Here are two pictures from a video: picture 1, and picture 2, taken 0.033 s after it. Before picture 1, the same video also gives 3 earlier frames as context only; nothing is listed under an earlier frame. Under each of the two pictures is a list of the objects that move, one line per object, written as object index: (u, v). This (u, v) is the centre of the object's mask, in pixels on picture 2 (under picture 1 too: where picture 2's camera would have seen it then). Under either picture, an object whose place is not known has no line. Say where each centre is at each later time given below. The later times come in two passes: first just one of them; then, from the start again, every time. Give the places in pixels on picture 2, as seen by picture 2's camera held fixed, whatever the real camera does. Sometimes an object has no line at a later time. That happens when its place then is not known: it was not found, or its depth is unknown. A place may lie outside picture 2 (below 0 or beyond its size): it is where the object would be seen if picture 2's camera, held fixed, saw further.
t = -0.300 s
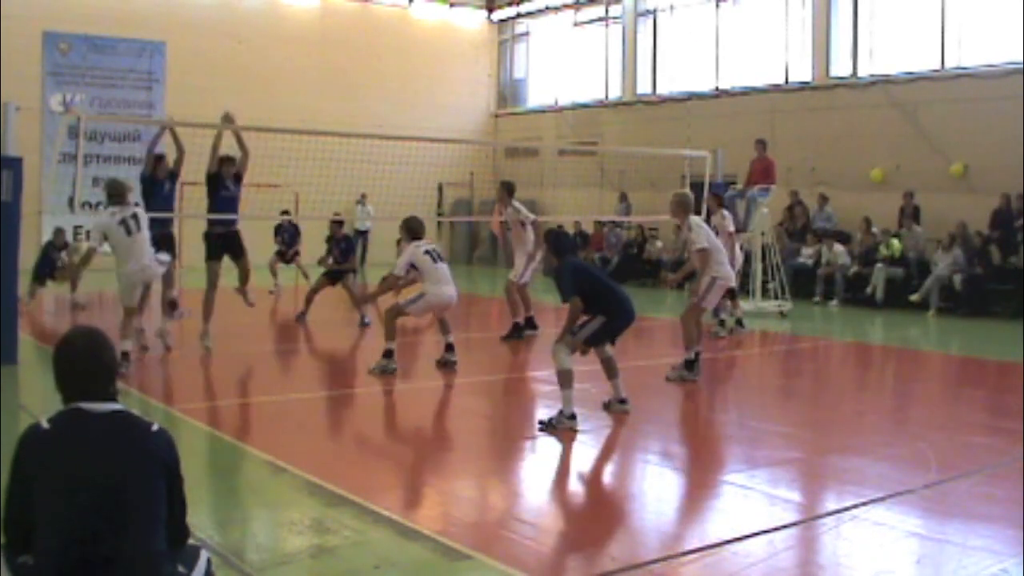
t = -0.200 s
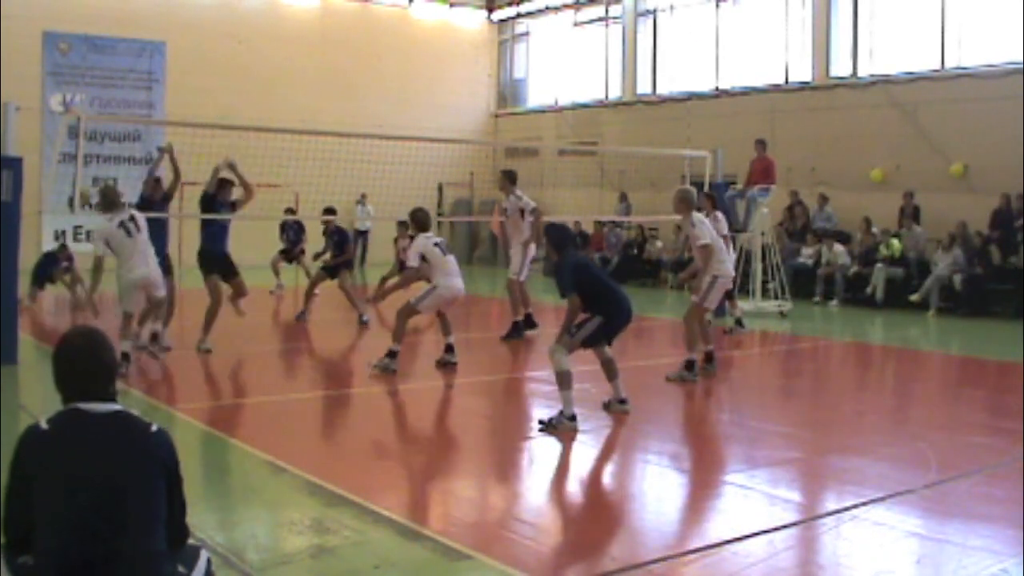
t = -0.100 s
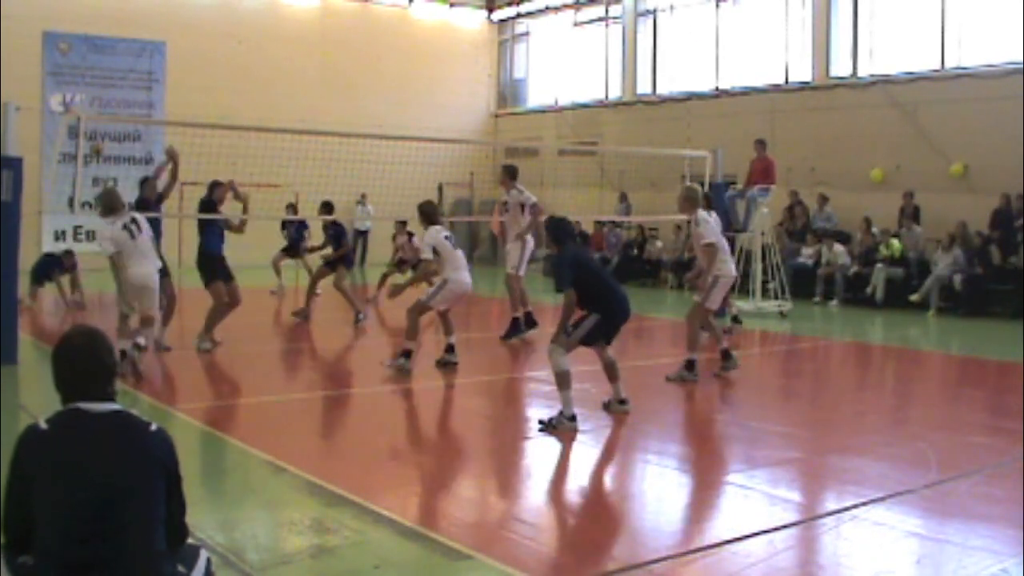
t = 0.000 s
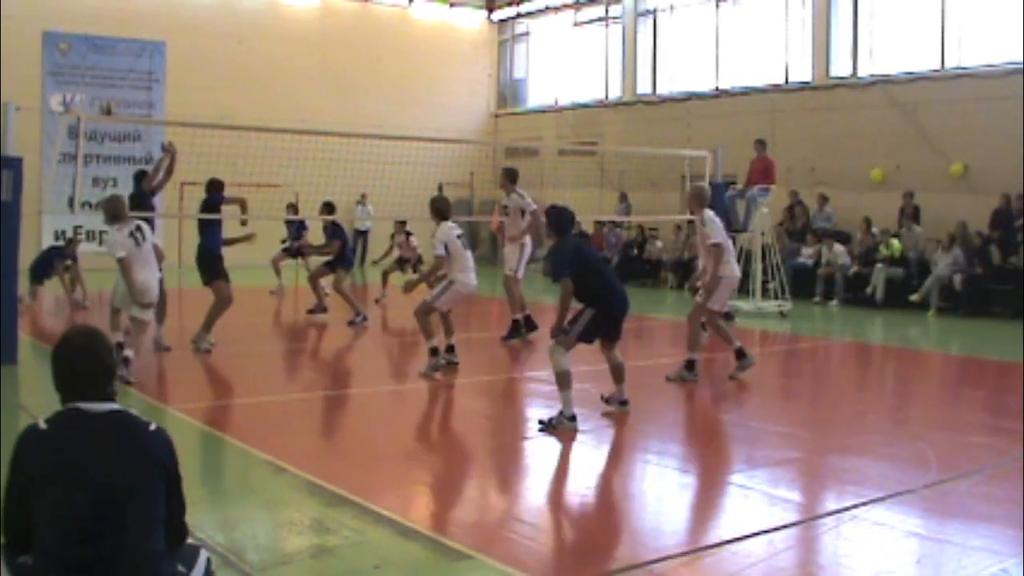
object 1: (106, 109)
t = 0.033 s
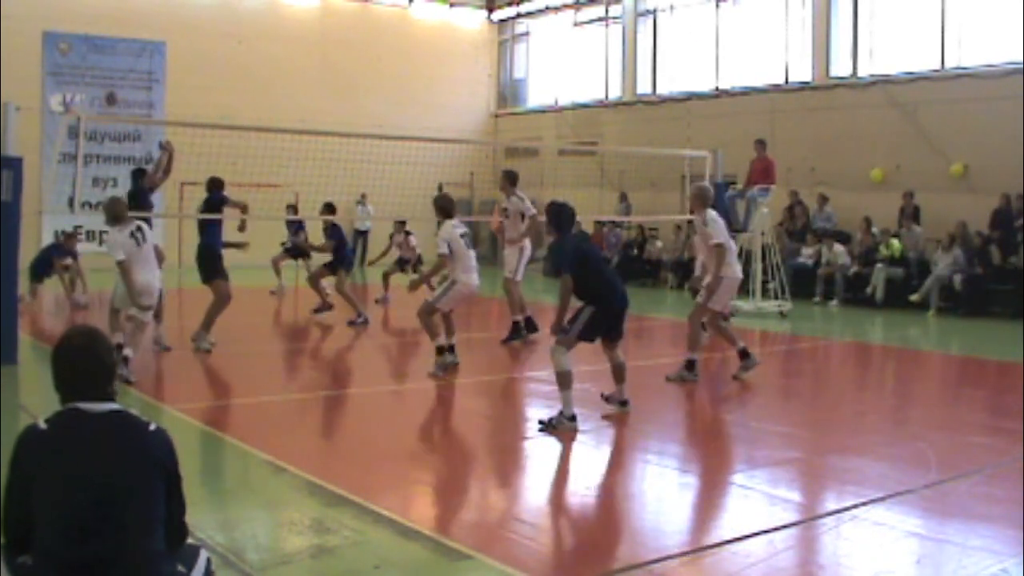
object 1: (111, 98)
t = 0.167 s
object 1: (127, 60)
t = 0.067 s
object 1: (115, 88)
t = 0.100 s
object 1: (118, 79)
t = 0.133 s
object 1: (122, 70)
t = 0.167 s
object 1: (127, 60)
